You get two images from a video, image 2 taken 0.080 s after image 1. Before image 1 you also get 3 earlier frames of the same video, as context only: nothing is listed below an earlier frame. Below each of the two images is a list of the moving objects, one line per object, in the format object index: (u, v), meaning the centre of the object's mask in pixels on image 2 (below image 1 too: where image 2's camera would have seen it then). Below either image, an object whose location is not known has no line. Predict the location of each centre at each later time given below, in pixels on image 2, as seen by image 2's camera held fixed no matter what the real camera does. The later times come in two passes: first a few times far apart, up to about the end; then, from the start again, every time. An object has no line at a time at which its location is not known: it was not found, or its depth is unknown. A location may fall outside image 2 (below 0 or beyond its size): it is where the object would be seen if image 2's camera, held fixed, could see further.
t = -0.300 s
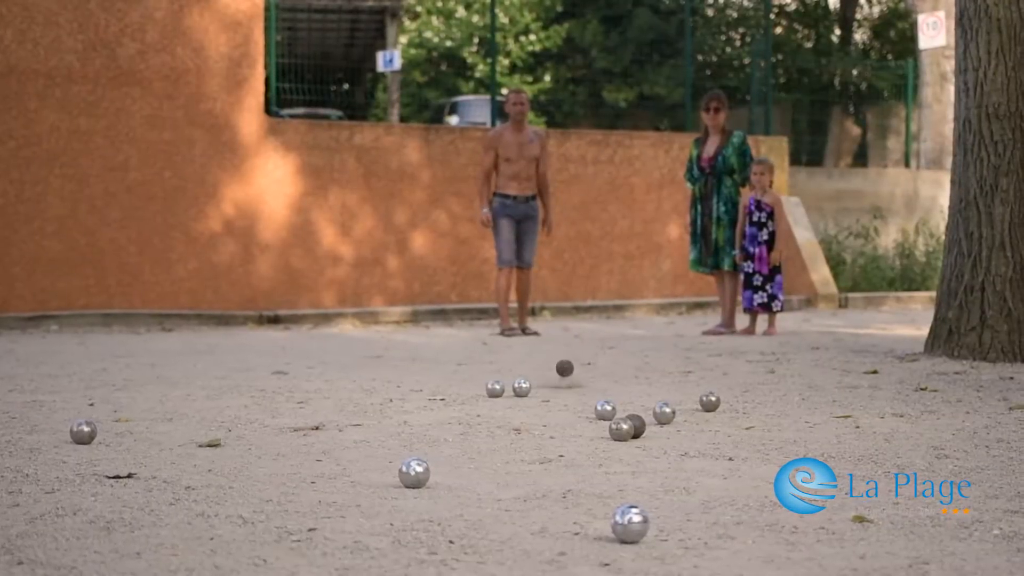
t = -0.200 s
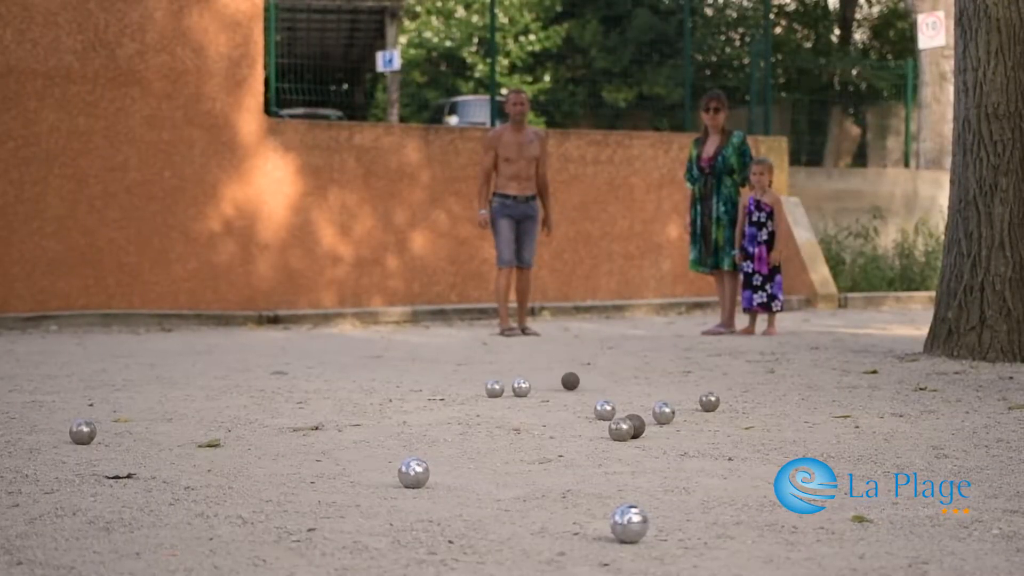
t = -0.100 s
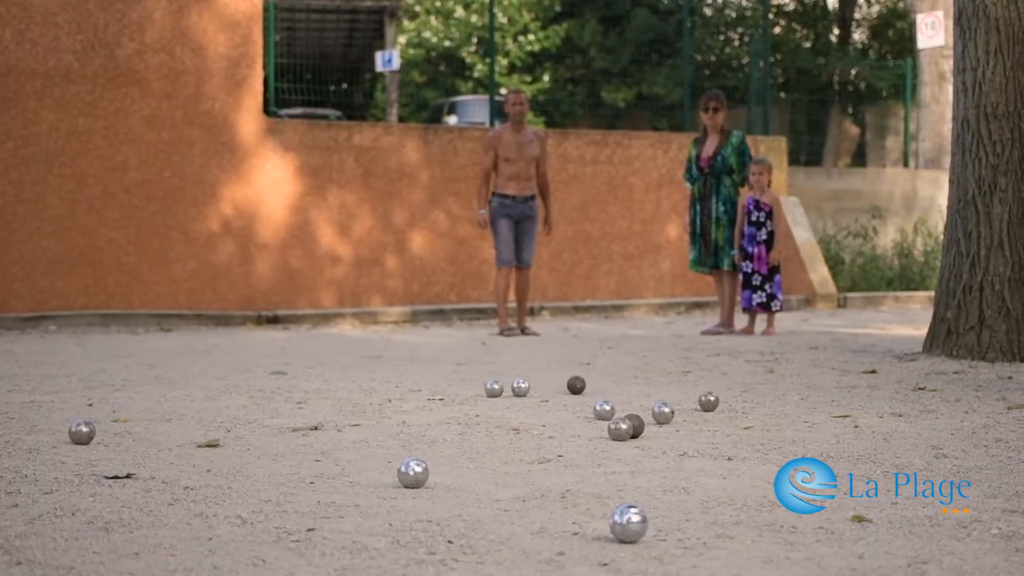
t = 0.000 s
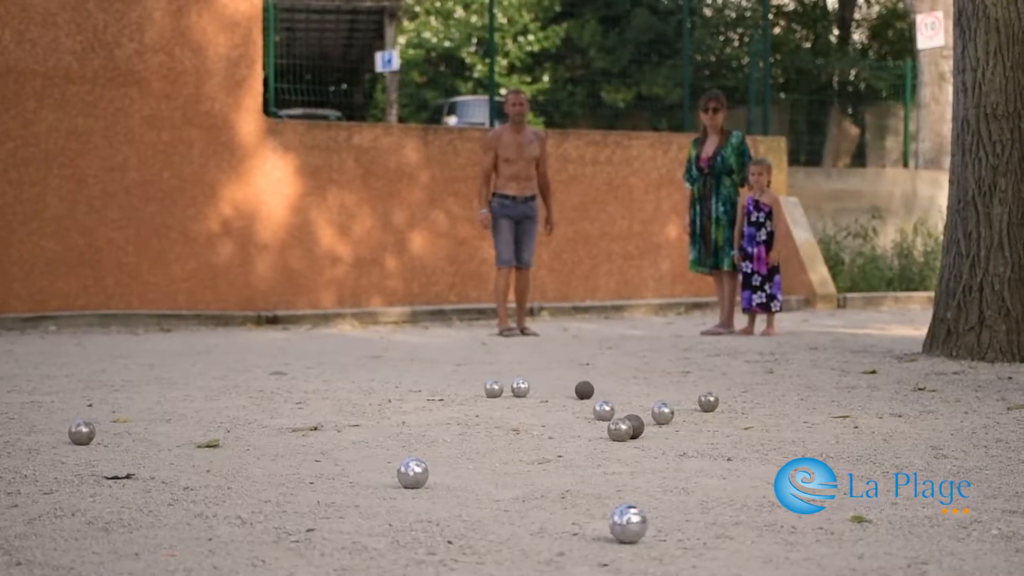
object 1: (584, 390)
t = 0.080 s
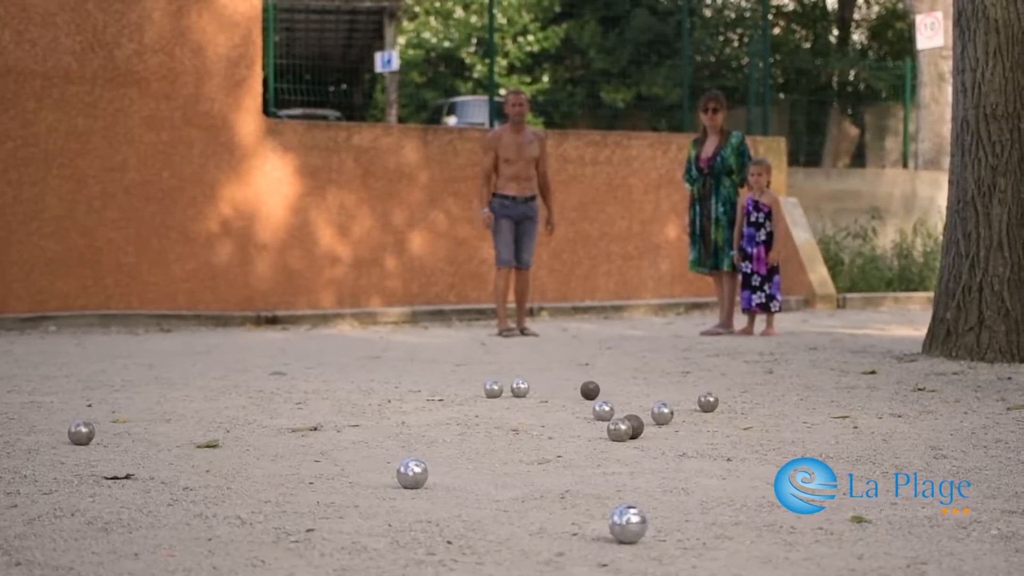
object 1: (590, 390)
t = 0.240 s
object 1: (601, 394)
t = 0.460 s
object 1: (620, 401)
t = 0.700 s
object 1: (639, 405)
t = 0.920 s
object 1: (644, 408)
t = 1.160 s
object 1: (643, 412)
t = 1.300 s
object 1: (642, 412)
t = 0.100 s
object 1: (591, 391)
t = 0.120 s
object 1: (593, 392)
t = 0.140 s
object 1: (594, 393)
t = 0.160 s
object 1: (595, 393)
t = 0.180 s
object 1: (597, 393)
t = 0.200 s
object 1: (598, 394)
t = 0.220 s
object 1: (599, 394)
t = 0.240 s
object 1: (601, 394)
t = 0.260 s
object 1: (603, 394)
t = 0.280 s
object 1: (605, 394)
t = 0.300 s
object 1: (607, 395)
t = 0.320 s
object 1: (608, 395)
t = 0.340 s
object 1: (610, 396)
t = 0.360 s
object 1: (612, 396)
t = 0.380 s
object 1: (613, 397)
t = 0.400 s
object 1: (615, 398)
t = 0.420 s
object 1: (617, 399)
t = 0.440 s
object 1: (618, 400)
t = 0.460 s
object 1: (620, 401)
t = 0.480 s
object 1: (621, 402)
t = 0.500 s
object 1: (623, 402)
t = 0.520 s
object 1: (624, 403)
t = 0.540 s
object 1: (626, 404)
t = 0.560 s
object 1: (628, 404)
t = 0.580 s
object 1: (630, 403)
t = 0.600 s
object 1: (631, 404)
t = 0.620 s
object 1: (633, 404)
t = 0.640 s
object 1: (635, 404)
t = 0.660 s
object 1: (636, 405)
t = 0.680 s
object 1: (638, 405)
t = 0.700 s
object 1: (639, 405)
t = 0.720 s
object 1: (640, 406)
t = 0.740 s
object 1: (641, 406)
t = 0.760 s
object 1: (642, 406)
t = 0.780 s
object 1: (643, 407)
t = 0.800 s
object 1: (643, 407)
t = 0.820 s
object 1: (643, 407)
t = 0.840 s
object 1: (643, 407)
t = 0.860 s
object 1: (644, 407)
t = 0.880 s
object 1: (644, 407)
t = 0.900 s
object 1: (644, 408)
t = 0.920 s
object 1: (644, 408)
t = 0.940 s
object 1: (644, 409)
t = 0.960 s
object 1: (644, 410)
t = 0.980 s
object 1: (645, 410)
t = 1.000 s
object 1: (645, 410)
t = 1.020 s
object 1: (645, 411)
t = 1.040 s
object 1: (645, 411)
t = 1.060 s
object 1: (645, 411)
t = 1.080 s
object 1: (645, 412)
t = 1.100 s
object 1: (644, 412)
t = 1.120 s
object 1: (644, 412)
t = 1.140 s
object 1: (644, 412)
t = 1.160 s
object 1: (643, 412)
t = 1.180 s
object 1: (643, 411)
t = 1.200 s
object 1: (643, 411)
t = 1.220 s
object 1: (643, 411)
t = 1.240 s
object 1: (642, 411)
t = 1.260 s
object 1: (642, 411)
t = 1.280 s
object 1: (642, 412)
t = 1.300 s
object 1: (642, 412)
